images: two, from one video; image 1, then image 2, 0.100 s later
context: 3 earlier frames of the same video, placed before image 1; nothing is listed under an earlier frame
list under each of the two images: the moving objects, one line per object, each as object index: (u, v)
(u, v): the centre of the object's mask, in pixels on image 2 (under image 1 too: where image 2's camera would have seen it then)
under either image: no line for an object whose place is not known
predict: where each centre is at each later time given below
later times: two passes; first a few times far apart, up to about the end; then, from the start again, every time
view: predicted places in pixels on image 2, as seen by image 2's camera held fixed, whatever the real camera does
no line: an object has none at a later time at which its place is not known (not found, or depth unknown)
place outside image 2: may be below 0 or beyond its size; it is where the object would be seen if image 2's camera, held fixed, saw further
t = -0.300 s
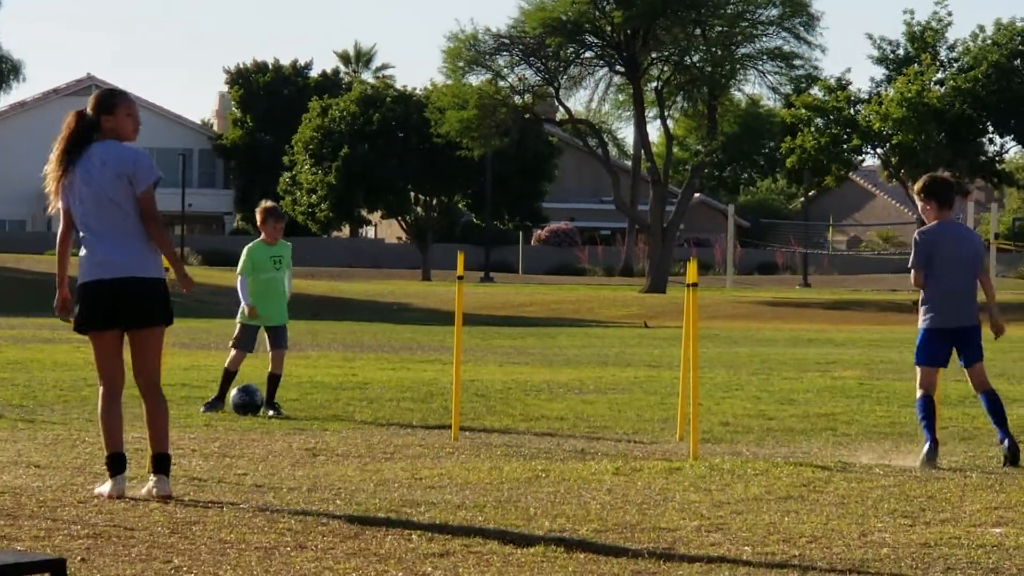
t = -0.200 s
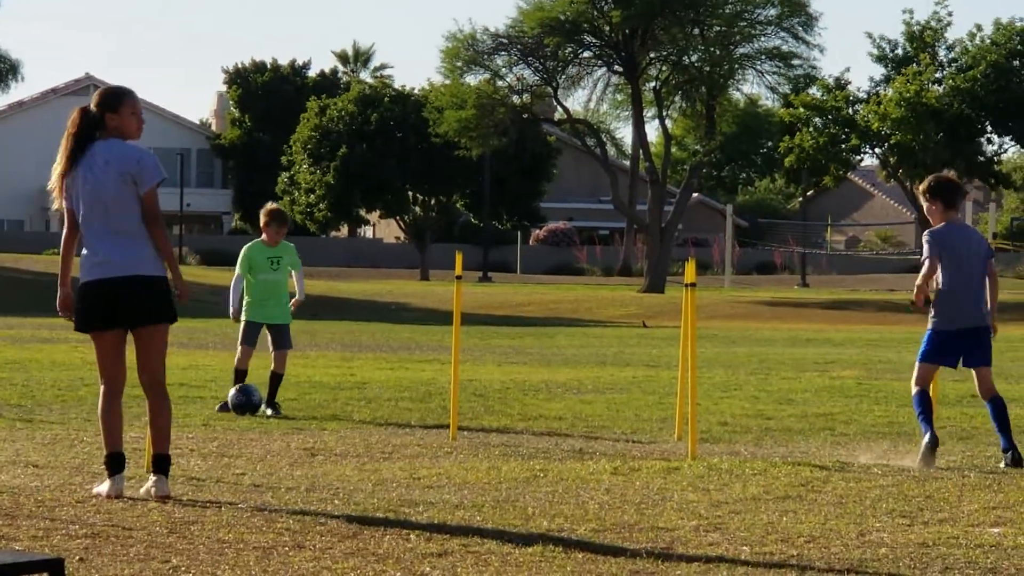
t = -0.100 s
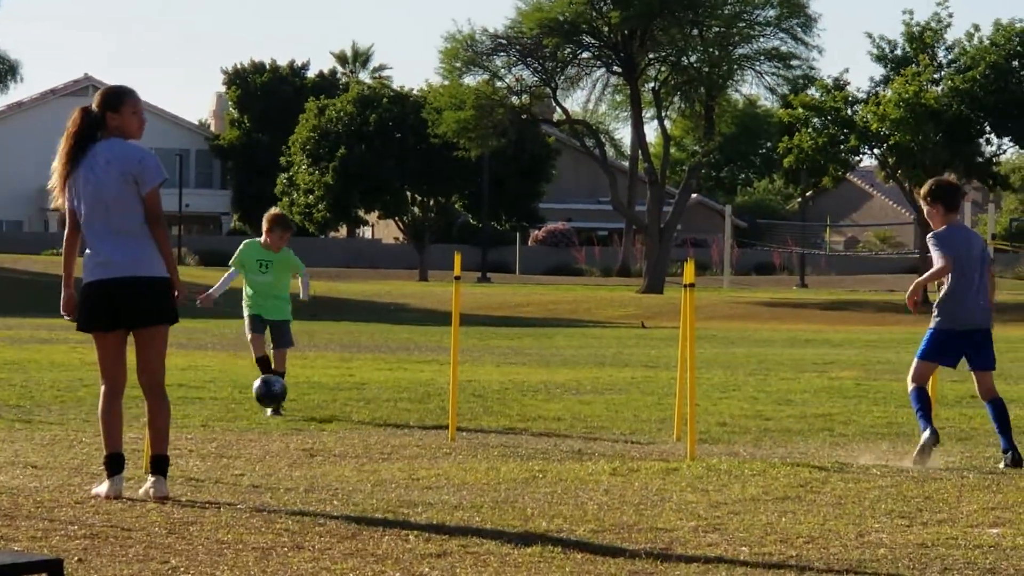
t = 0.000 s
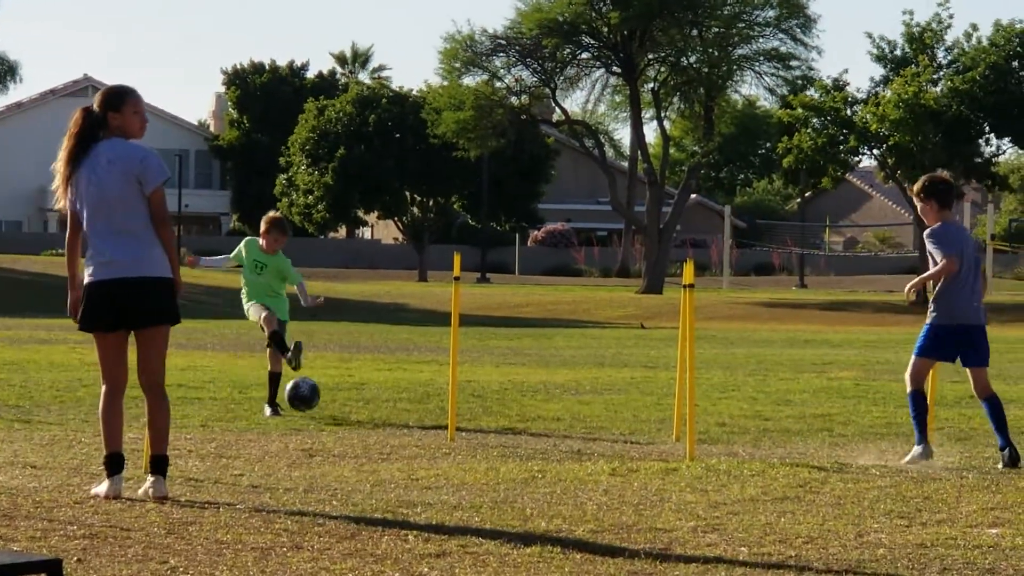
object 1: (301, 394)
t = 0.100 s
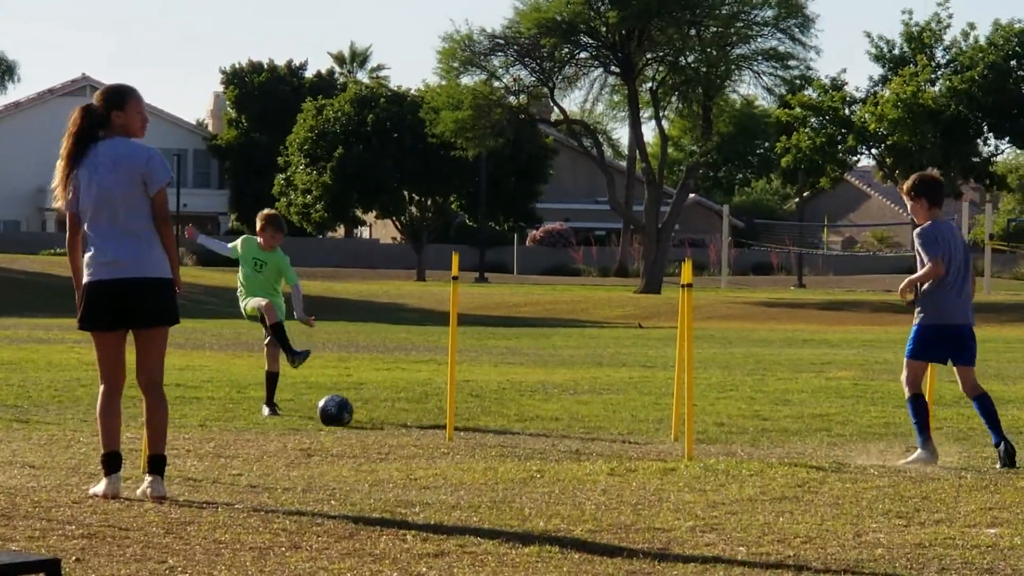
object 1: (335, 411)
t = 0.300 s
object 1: (392, 416)
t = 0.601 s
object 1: (458, 419)
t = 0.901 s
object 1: (523, 427)
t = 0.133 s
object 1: (345, 410)
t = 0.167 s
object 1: (355, 410)
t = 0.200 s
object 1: (365, 411)
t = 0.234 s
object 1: (374, 414)
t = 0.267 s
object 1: (383, 415)
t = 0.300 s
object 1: (392, 416)
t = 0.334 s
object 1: (399, 416)
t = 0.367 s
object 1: (407, 417)
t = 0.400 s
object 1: (415, 417)
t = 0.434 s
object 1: (422, 418)
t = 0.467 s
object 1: (428, 418)
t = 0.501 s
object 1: (433, 419)
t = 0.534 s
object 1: (440, 417)
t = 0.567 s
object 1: (447, 418)
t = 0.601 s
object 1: (458, 419)
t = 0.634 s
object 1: (467, 423)
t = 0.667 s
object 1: (471, 422)
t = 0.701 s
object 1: (477, 419)
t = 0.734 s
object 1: (485, 417)
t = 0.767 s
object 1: (492, 417)
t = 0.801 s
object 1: (500, 420)
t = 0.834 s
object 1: (507, 425)
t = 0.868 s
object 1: (515, 427)
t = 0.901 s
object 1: (523, 427)
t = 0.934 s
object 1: (530, 429)
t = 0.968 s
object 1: (538, 429)
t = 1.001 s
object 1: (546, 430)
